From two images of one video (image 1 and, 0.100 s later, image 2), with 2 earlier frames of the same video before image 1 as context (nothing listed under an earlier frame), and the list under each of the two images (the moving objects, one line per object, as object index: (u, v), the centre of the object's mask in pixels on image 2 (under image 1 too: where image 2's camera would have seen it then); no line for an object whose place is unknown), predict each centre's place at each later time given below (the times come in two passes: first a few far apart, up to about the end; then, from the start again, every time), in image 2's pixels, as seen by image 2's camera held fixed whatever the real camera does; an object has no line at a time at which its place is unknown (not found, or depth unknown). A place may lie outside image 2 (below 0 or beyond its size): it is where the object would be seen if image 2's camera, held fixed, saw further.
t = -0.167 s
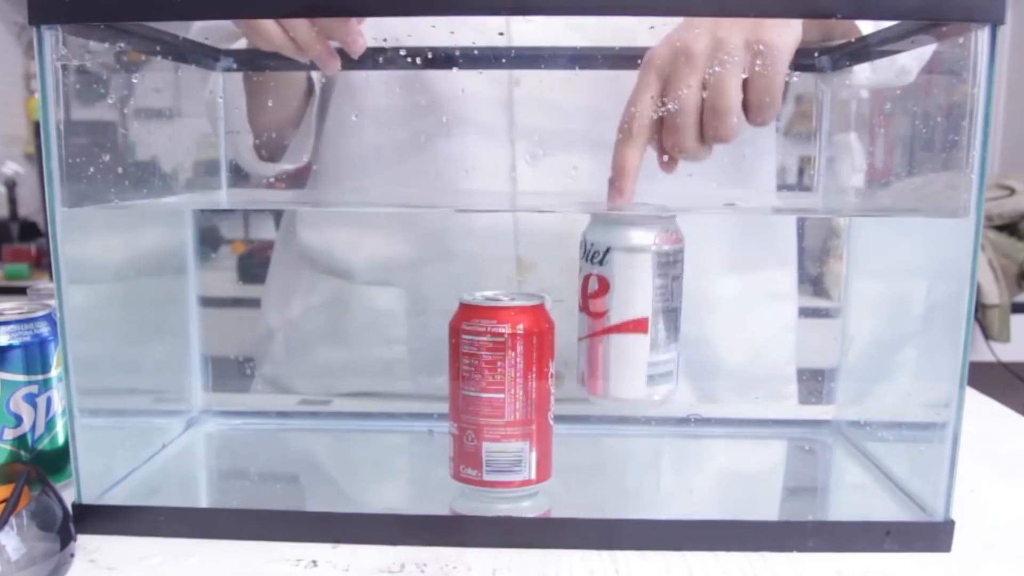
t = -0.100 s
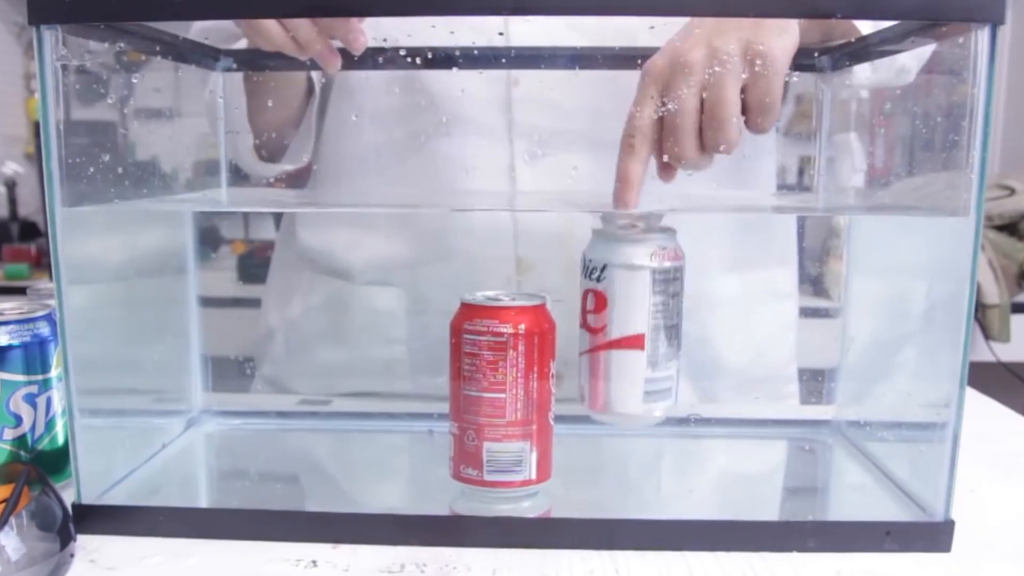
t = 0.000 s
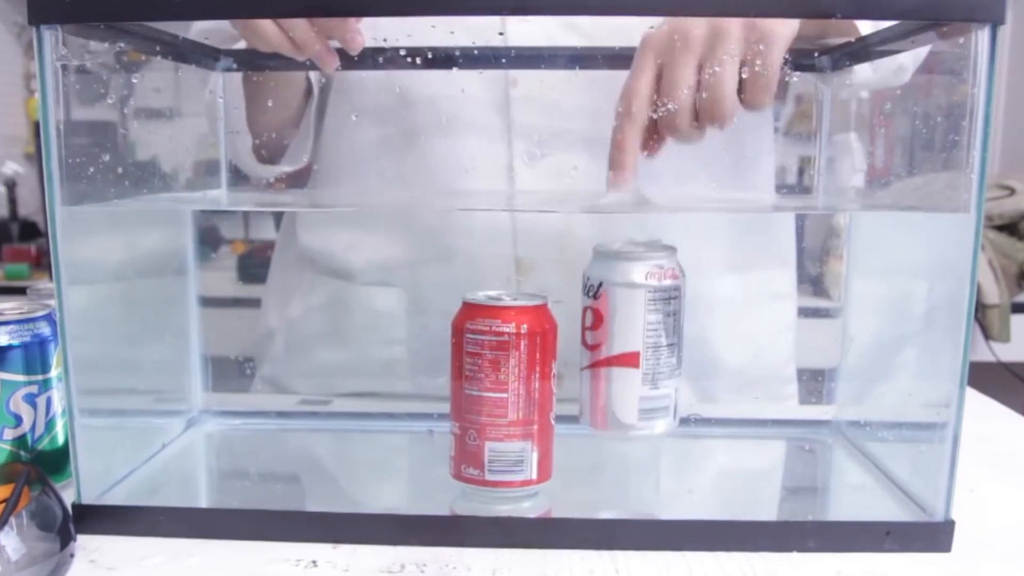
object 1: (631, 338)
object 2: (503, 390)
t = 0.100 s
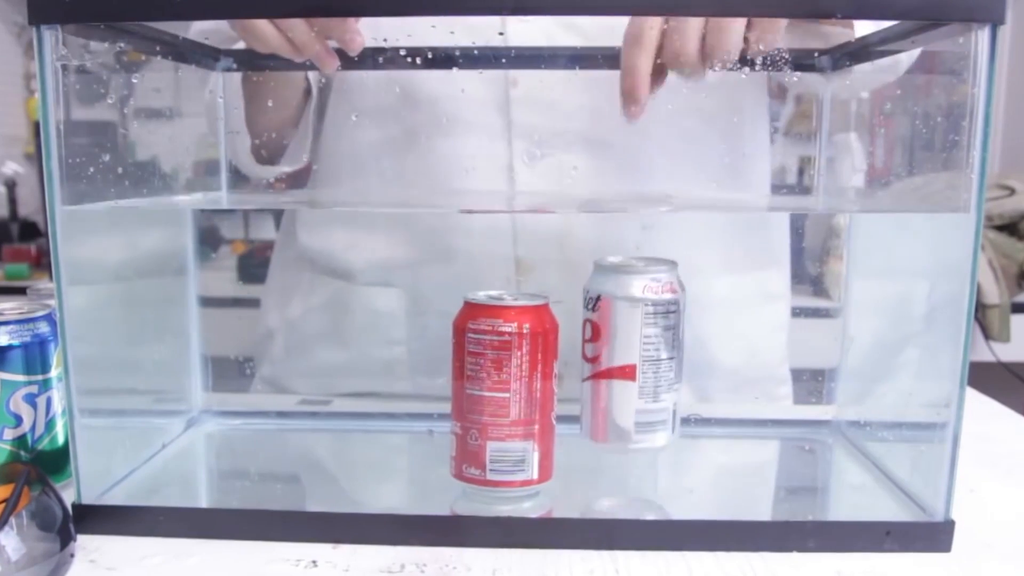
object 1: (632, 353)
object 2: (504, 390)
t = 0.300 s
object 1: (633, 373)
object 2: (505, 391)
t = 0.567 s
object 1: (637, 381)
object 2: (508, 391)
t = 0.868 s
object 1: (641, 367)
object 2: (512, 391)
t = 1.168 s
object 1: (646, 333)
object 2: (515, 391)
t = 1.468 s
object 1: (648, 278)
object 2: (519, 391)
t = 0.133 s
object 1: (632, 357)
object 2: (504, 390)
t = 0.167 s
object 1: (632, 360)
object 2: (504, 390)
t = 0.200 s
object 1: (632, 364)
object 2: (504, 390)
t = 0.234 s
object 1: (633, 367)
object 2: (505, 390)
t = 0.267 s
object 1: (633, 370)
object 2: (505, 391)
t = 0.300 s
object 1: (633, 373)
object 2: (505, 391)
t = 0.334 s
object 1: (634, 375)
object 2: (506, 391)
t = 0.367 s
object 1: (634, 376)
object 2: (506, 391)
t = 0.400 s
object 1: (635, 378)
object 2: (507, 391)
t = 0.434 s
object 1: (635, 379)
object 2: (507, 391)
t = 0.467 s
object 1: (636, 380)
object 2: (507, 391)
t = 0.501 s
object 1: (636, 381)
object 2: (508, 391)
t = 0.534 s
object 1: (637, 381)
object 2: (508, 391)
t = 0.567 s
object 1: (637, 381)
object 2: (508, 391)
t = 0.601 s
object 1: (637, 381)
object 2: (509, 391)
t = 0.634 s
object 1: (638, 380)
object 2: (509, 391)
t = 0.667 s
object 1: (638, 379)
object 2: (509, 391)
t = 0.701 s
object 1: (638, 378)
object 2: (510, 391)
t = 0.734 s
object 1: (638, 376)
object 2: (510, 391)
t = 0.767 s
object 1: (639, 374)
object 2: (510, 391)
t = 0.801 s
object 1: (639, 371)
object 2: (511, 391)
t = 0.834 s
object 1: (640, 369)
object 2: (511, 391)
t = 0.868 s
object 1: (641, 367)
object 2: (512, 391)
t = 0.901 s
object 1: (642, 364)
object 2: (512, 391)
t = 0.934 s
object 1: (643, 361)
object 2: (513, 391)
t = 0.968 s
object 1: (644, 358)
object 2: (513, 391)
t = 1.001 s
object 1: (644, 354)
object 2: (514, 391)
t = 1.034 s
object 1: (645, 350)
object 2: (514, 391)
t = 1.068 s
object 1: (645, 346)
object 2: (514, 391)
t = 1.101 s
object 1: (646, 341)
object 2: (514, 391)
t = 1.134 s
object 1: (646, 337)
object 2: (515, 391)
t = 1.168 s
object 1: (646, 333)
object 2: (515, 391)
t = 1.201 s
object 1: (646, 329)
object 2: (516, 391)
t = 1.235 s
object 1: (646, 323)
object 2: (516, 391)
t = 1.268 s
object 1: (647, 314)
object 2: (516, 391)
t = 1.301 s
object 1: (647, 308)
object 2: (517, 391)
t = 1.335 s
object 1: (647, 305)
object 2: (517, 391)
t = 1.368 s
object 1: (647, 302)
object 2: (518, 391)
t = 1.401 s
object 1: (648, 296)
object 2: (518, 391)
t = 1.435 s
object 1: (647, 282)
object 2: (519, 391)
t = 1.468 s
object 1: (648, 278)
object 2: (519, 391)
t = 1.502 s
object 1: (648, 274)
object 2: (519, 391)
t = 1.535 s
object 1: (648, 271)
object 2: (520, 391)
